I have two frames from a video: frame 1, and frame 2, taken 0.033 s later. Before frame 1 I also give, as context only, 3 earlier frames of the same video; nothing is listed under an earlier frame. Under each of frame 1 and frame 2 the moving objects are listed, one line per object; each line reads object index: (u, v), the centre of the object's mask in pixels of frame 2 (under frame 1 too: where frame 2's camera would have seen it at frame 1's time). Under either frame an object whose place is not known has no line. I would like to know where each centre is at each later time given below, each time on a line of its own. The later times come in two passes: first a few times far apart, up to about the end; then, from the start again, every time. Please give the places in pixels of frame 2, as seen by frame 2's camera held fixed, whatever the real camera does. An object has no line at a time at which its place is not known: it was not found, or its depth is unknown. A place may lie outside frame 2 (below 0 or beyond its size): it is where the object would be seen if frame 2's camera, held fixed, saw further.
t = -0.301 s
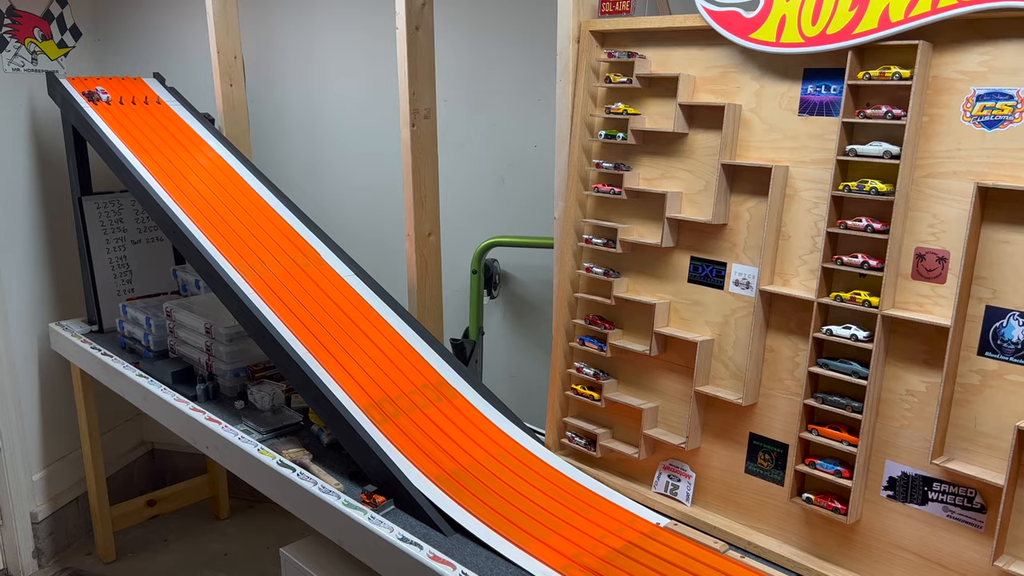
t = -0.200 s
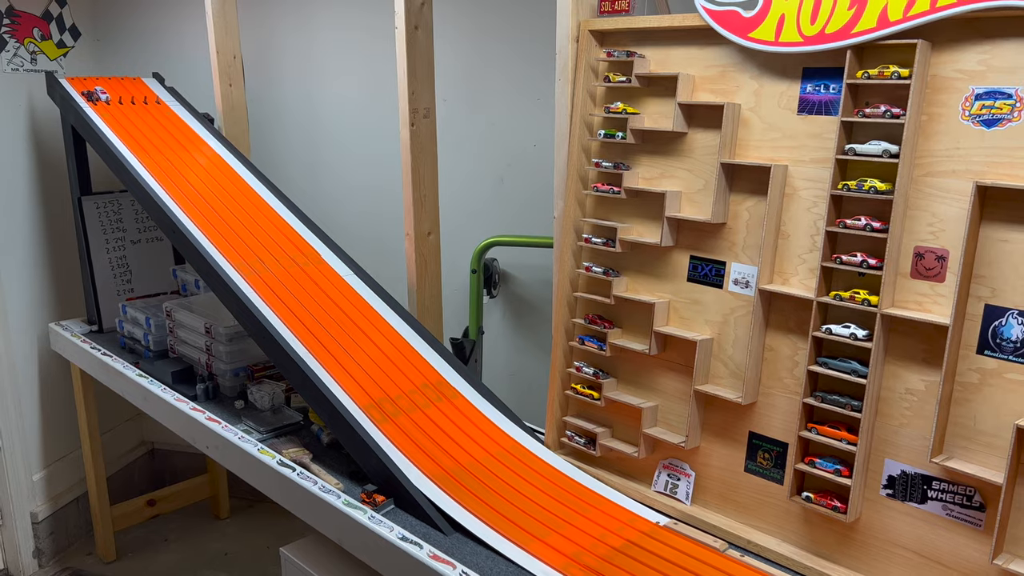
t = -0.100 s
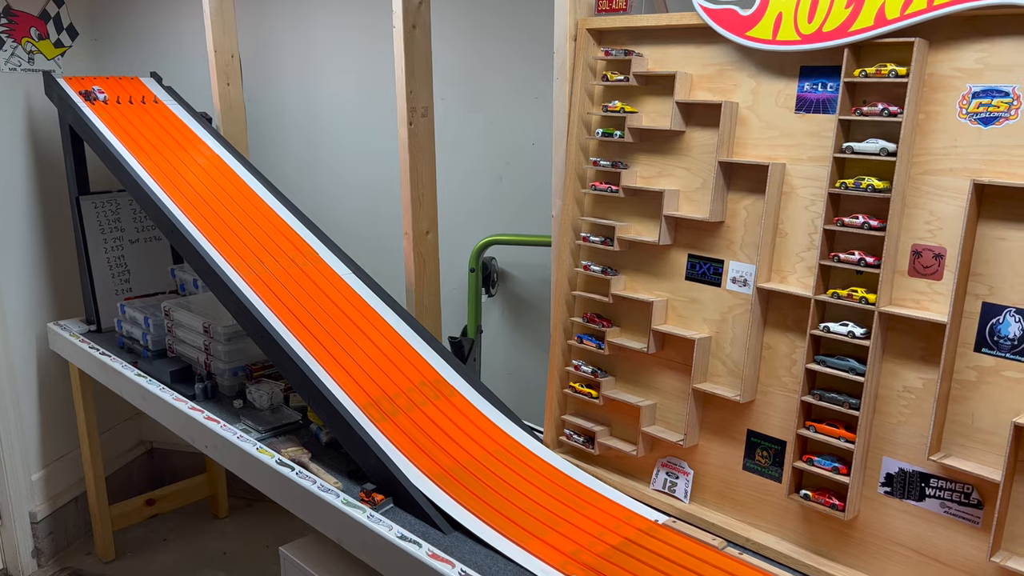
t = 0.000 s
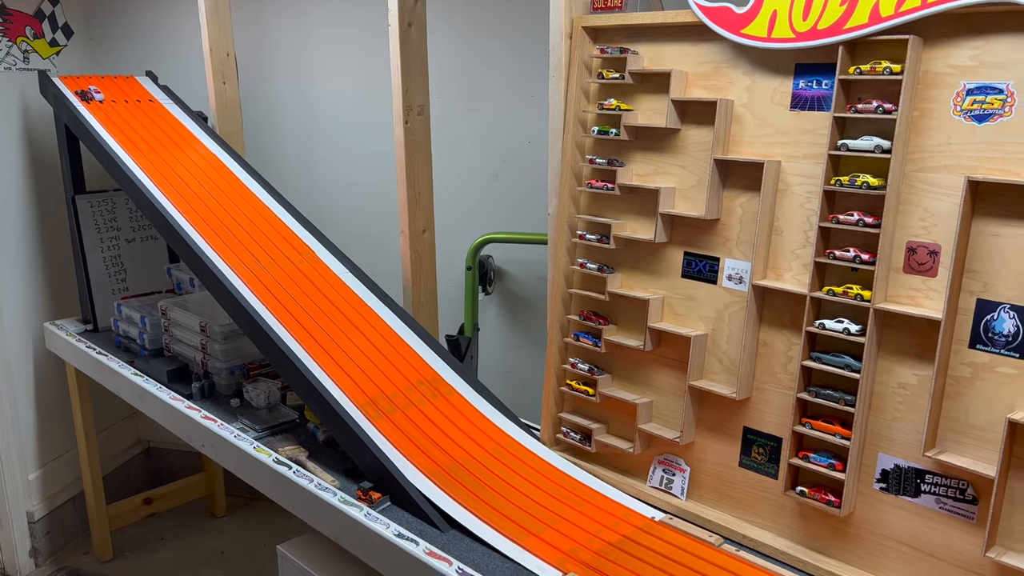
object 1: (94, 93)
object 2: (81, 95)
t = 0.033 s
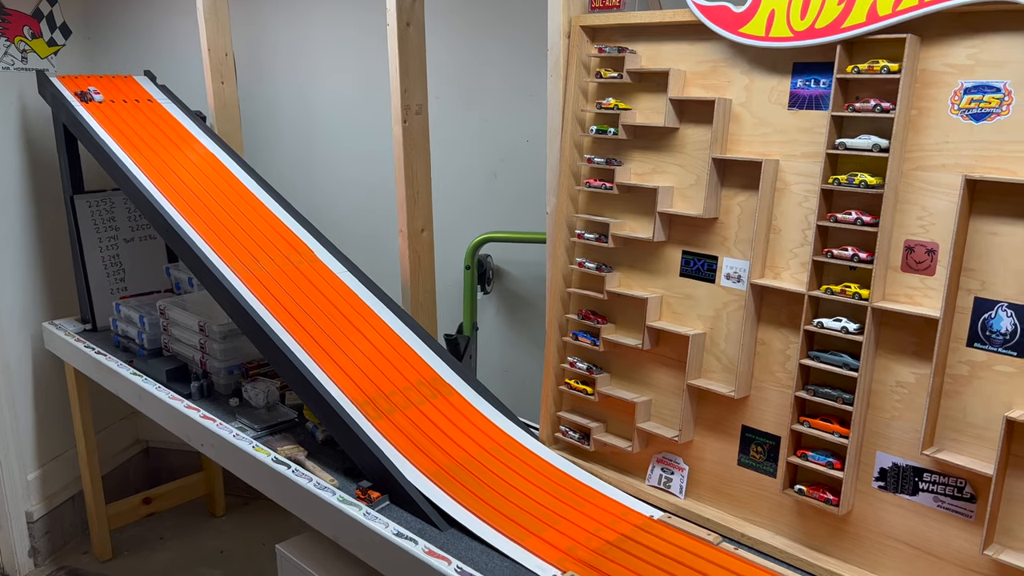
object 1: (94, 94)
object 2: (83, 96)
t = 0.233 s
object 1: (114, 114)
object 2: (100, 115)
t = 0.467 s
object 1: (165, 168)
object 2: (149, 169)
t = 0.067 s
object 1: (96, 96)
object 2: (84, 98)
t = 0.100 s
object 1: (99, 98)
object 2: (87, 100)
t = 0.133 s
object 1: (102, 101)
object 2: (90, 103)
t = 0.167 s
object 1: (106, 105)
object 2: (93, 106)
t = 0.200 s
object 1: (110, 108)
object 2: (97, 110)
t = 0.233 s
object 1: (114, 114)
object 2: (100, 115)
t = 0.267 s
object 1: (120, 119)
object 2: (105, 120)
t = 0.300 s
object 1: (125, 125)
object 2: (111, 127)
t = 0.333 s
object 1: (131, 132)
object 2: (117, 133)
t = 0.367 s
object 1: (139, 140)
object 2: (124, 141)
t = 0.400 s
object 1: (146, 148)
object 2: (131, 149)
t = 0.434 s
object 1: (155, 157)
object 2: (140, 159)
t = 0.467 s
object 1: (165, 168)
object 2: (149, 169)
